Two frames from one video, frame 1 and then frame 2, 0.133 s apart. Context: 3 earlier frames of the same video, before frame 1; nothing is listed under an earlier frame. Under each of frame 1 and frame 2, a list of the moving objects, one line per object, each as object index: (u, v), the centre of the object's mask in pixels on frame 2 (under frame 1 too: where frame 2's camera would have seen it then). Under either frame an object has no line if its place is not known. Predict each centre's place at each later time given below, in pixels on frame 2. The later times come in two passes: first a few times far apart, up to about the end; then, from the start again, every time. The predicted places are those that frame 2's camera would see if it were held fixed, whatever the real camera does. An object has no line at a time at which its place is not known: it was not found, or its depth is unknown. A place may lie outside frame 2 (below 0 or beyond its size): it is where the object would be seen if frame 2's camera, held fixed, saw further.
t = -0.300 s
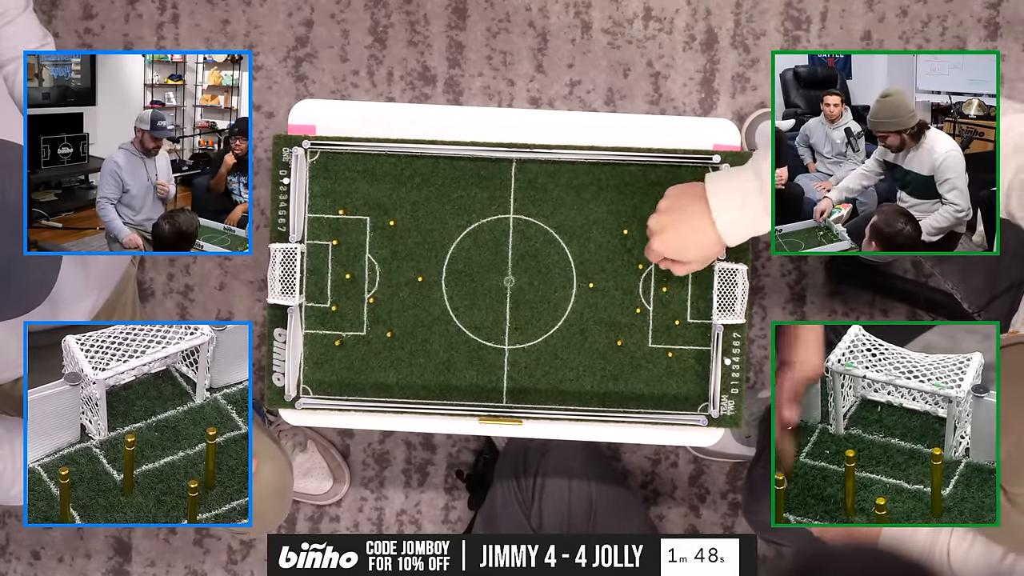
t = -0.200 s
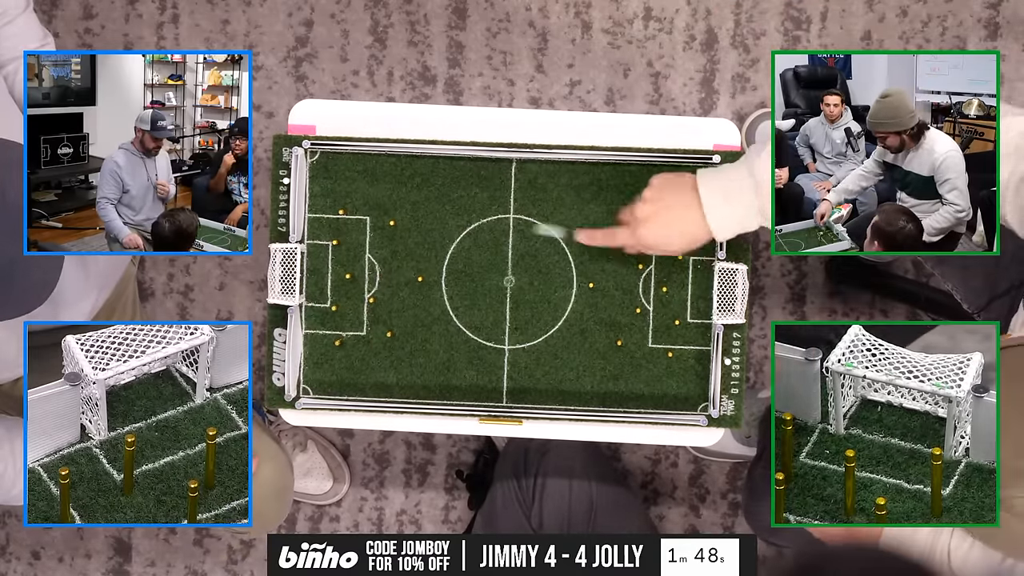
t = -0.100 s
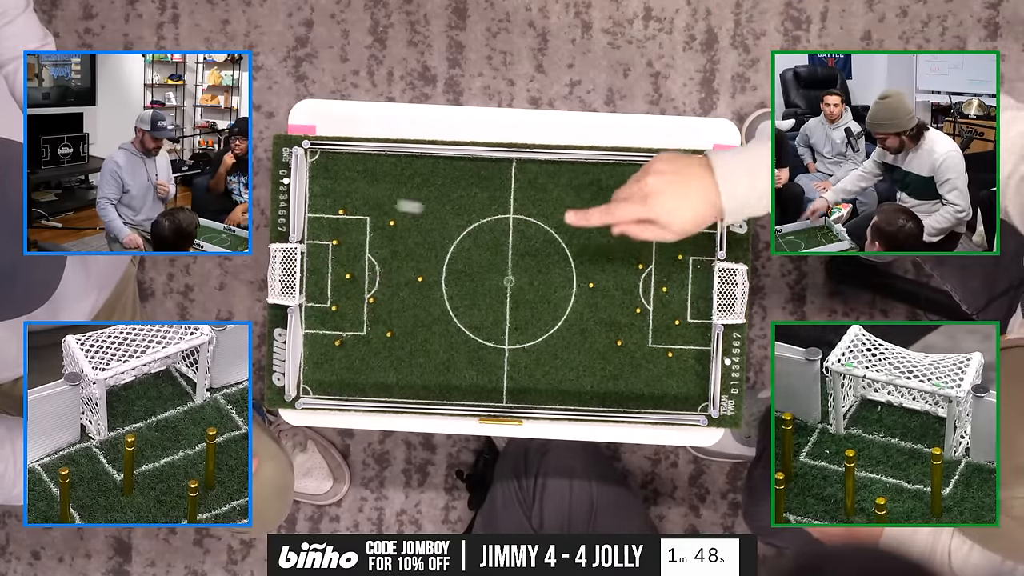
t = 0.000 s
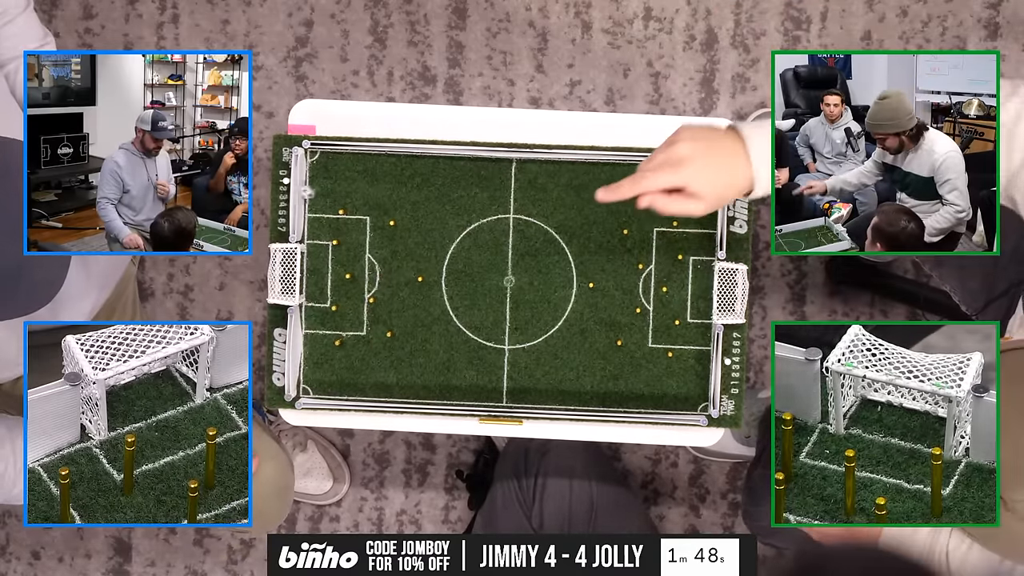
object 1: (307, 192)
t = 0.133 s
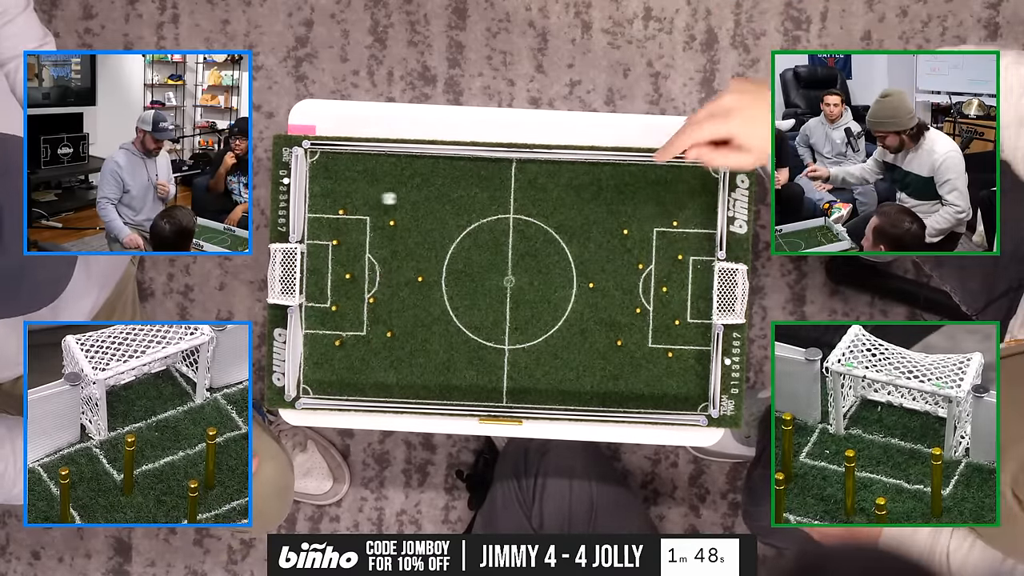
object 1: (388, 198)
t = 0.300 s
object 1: (436, 206)
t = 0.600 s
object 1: (478, 217)
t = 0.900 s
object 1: (487, 223)
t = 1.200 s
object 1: (487, 223)
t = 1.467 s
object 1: (487, 223)
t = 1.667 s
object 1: (487, 223)
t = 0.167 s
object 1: (399, 199)
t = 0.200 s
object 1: (410, 200)
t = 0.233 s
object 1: (421, 202)
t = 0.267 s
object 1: (428, 204)
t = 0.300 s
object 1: (436, 206)
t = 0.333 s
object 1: (442, 208)
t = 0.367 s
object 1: (449, 210)
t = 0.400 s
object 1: (454, 211)
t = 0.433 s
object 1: (459, 212)
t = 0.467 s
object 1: (464, 213)
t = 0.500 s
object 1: (468, 214)
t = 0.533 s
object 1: (471, 216)
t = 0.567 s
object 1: (475, 217)
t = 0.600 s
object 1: (478, 217)
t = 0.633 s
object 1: (481, 218)
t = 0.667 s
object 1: (483, 219)
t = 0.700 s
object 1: (485, 220)
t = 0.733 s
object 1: (486, 220)
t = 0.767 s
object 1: (486, 221)
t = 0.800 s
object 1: (487, 221)
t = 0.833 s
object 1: (486, 222)
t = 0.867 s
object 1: (487, 222)
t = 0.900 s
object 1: (487, 223)
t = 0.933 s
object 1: (487, 223)
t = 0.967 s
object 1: (487, 223)
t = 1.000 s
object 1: (487, 223)
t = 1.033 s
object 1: (487, 223)
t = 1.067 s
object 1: (487, 223)
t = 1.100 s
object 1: (487, 223)
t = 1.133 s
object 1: (487, 223)
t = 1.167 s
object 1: (487, 223)
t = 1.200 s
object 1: (487, 223)
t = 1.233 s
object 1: (487, 223)
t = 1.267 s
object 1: (487, 223)
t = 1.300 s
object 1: (487, 223)
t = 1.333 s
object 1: (487, 223)
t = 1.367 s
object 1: (487, 223)
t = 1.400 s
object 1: (487, 223)
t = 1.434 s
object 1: (487, 223)
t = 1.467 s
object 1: (487, 223)
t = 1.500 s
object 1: (487, 223)
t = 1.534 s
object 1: (487, 223)
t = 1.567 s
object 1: (487, 223)
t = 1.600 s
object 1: (487, 223)
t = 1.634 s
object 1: (487, 223)
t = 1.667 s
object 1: (487, 223)
